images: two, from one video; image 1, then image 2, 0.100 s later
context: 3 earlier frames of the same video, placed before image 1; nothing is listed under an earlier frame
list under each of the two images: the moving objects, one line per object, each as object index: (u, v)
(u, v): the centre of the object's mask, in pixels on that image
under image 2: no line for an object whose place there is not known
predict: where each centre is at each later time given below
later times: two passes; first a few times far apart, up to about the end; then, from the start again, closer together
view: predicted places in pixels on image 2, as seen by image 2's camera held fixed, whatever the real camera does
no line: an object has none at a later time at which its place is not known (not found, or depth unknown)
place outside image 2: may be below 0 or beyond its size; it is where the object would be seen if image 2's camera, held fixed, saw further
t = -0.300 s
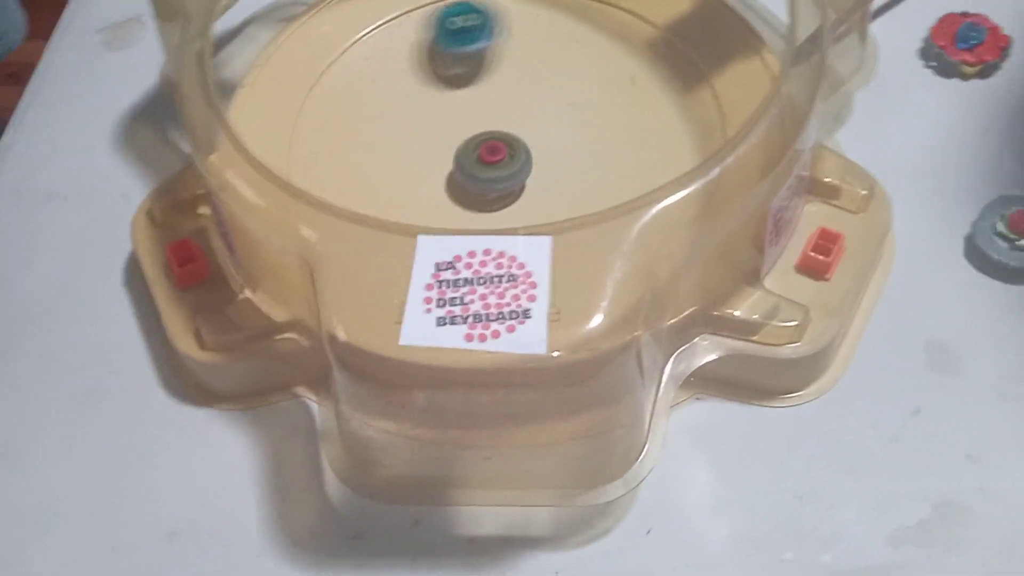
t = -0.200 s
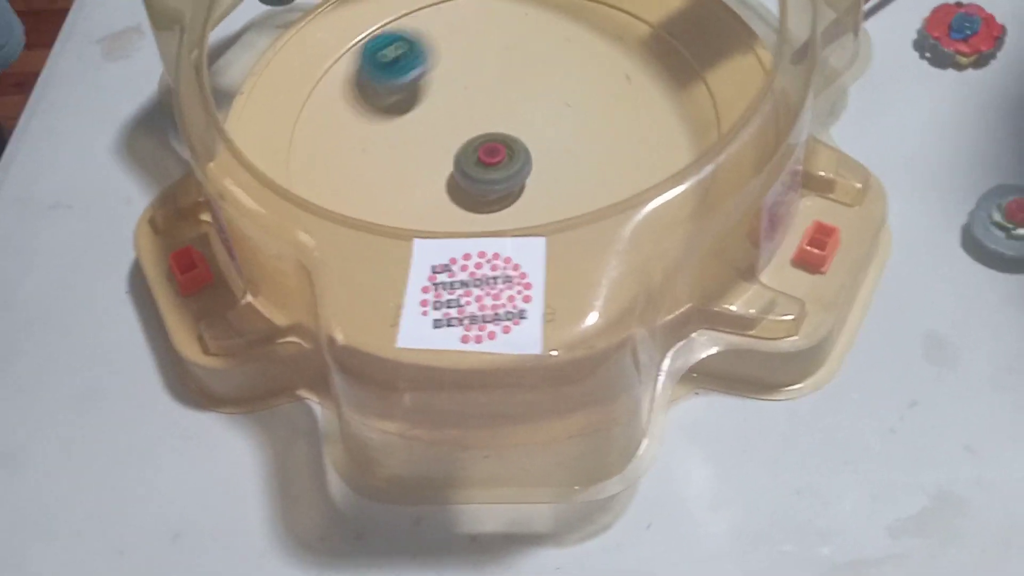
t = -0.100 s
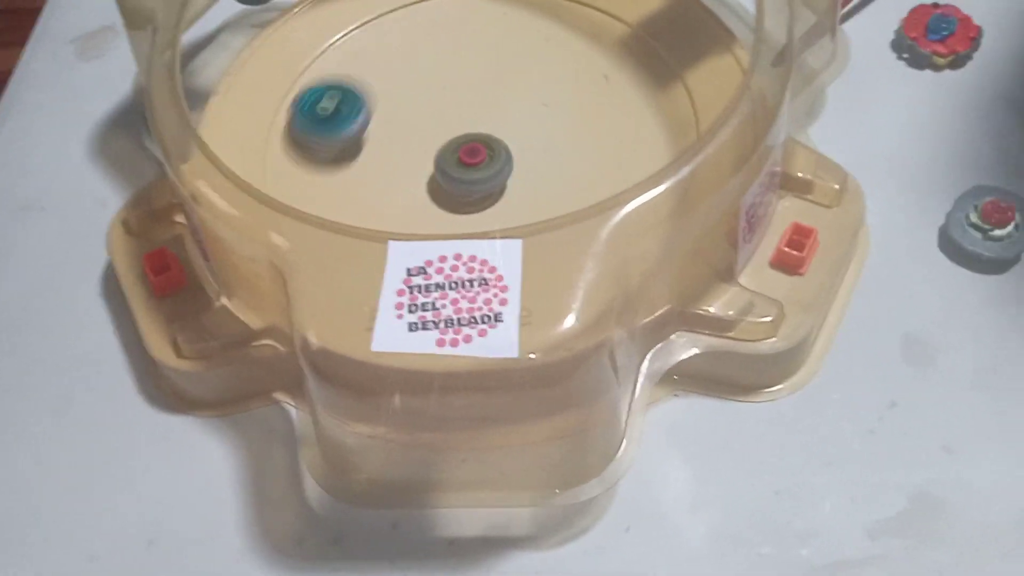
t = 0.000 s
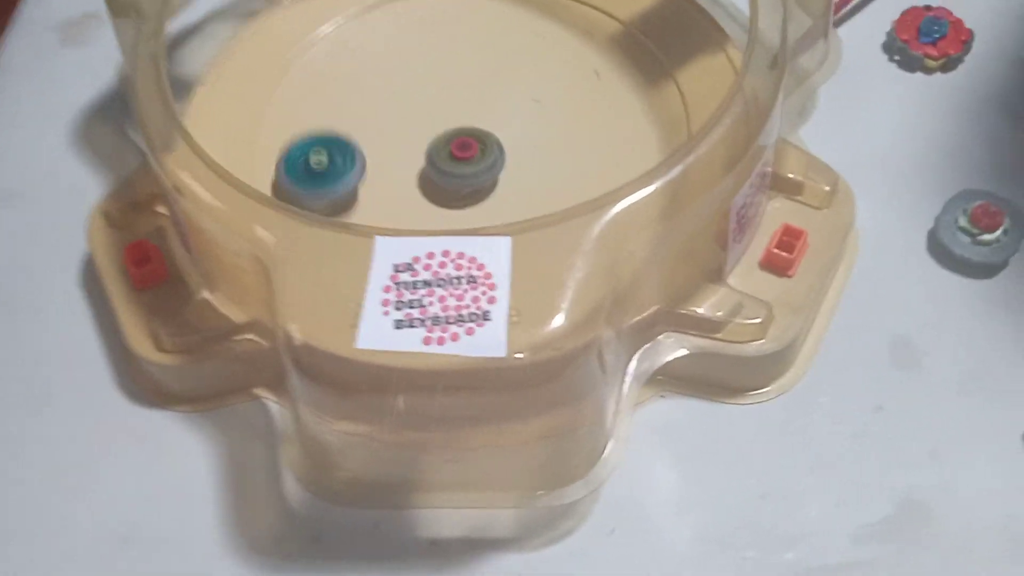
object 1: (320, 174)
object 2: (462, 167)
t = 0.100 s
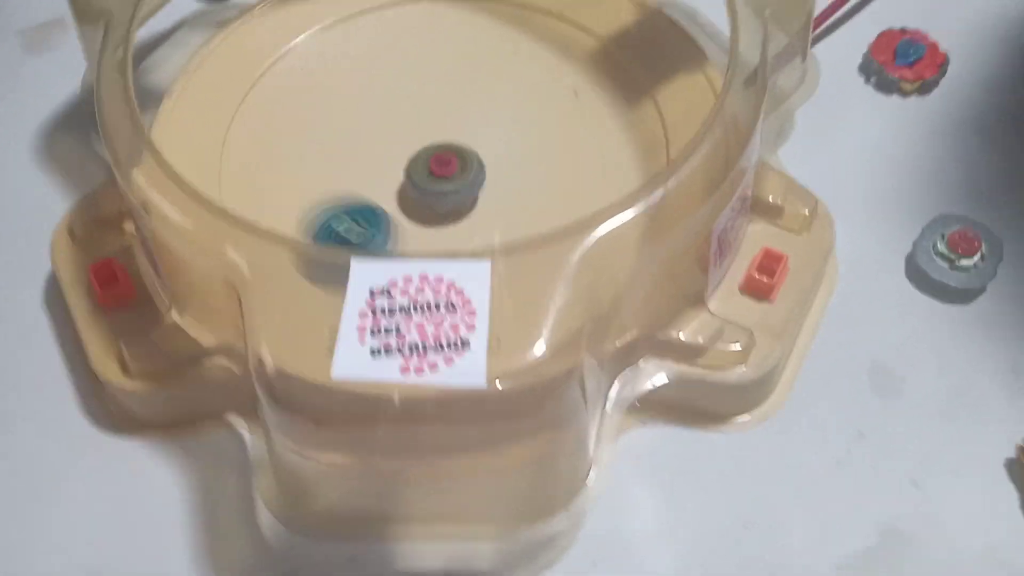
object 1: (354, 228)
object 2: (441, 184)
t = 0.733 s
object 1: (461, 54)
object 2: (451, 165)
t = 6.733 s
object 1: (426, 245)
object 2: (448, 165)
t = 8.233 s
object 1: (526, 119)
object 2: (429, 179)
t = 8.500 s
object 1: (373, 86)
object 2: (436, 178)
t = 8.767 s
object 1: (310, 199)
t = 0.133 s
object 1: (377, 235)
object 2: (442, 183)
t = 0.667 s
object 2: (451, 167)
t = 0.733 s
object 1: (461, 54)
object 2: (451, 165)
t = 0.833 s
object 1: (391, 65)
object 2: (451, 163)
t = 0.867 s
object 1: (369, 76)
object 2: (451, 162)
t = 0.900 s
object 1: (349, 89)
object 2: (450, 162)
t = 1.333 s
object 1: (500, 254)
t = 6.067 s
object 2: (443, 176)
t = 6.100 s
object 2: (443, 175)
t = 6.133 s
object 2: (444, 174)
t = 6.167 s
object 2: (444, 174)
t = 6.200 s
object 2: (445, 173)
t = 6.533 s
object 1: (319, 192)
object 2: (448, 166)
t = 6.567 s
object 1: (326, 208)
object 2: (448, 165)
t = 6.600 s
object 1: (340, 219)
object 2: (448, 165)
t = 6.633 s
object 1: (349, 240)
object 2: (448, 164)
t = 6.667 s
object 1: (370, 244)
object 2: (448, 164)
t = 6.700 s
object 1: (401, 242)
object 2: (448, 164)
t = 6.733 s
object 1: (426, 245)
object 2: (448, 165)
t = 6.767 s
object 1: (451, 245)
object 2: (448, 165)
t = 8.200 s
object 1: (538, 133)
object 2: (428, 179)
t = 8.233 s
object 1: (526, 119)
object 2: (429, 179)
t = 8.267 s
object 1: (512, 106)
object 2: (430, 179)
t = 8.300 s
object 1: (497, 96)
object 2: (430, 179)
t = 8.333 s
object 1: (476, 88)
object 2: (431, 179)
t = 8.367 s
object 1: (455, 83)
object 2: (432, 179)
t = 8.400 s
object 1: (435, 80)
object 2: (434, 179)
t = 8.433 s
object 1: (415, 79)
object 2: (435, 179)
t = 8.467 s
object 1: (391, 82)
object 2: (435, 179)
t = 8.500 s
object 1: (373, 86)
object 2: (436, 178)
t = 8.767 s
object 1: (310, 199)
